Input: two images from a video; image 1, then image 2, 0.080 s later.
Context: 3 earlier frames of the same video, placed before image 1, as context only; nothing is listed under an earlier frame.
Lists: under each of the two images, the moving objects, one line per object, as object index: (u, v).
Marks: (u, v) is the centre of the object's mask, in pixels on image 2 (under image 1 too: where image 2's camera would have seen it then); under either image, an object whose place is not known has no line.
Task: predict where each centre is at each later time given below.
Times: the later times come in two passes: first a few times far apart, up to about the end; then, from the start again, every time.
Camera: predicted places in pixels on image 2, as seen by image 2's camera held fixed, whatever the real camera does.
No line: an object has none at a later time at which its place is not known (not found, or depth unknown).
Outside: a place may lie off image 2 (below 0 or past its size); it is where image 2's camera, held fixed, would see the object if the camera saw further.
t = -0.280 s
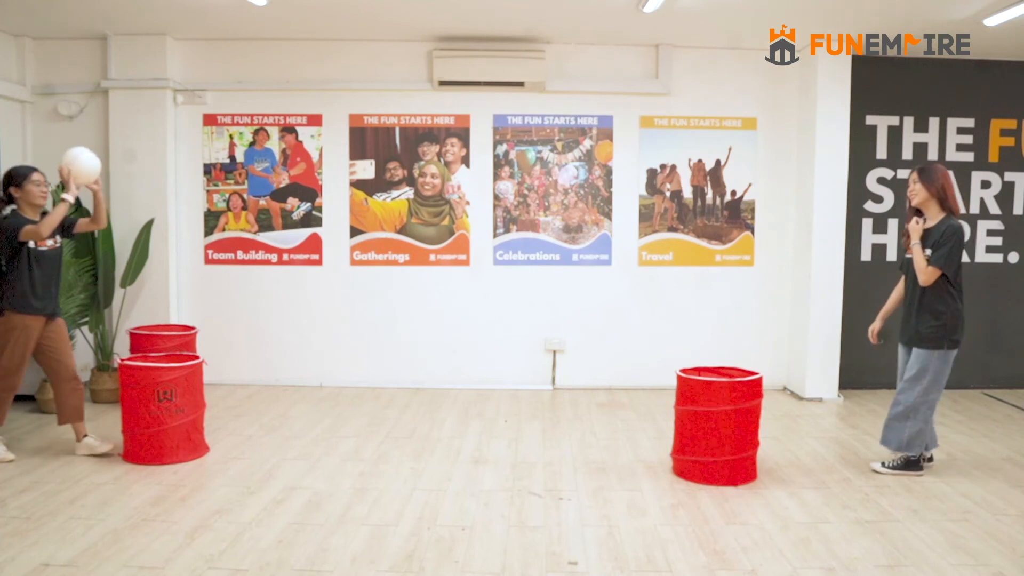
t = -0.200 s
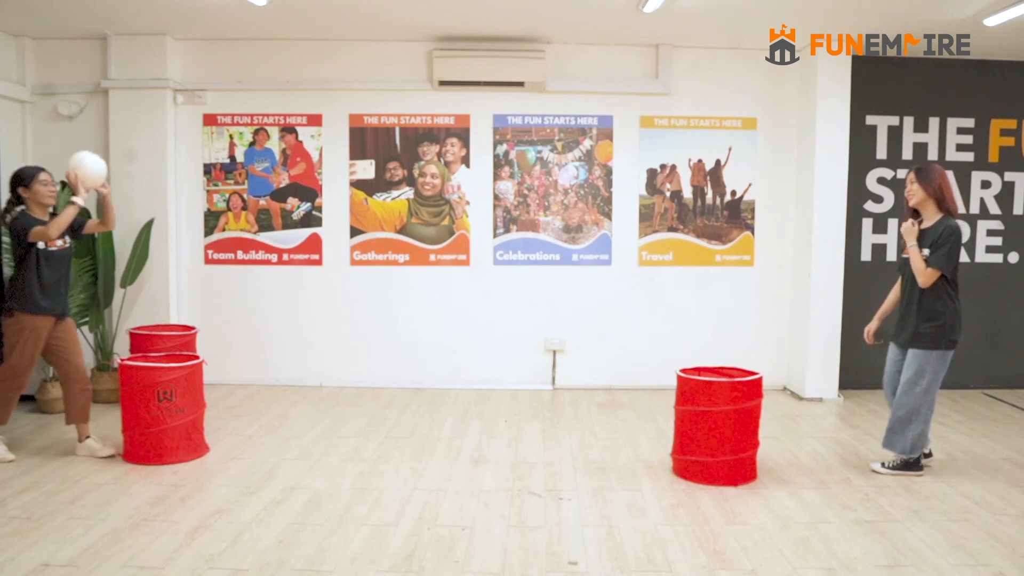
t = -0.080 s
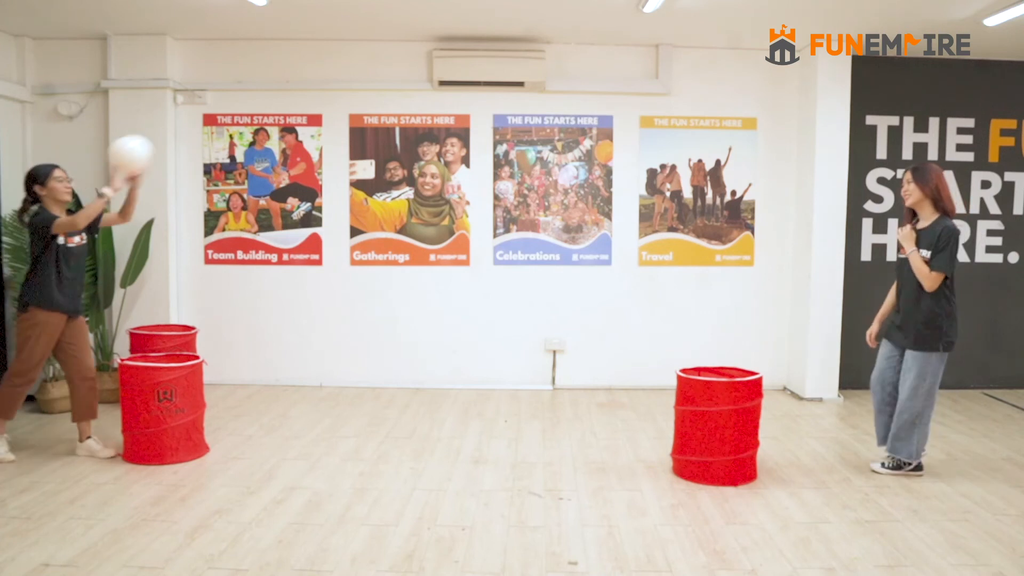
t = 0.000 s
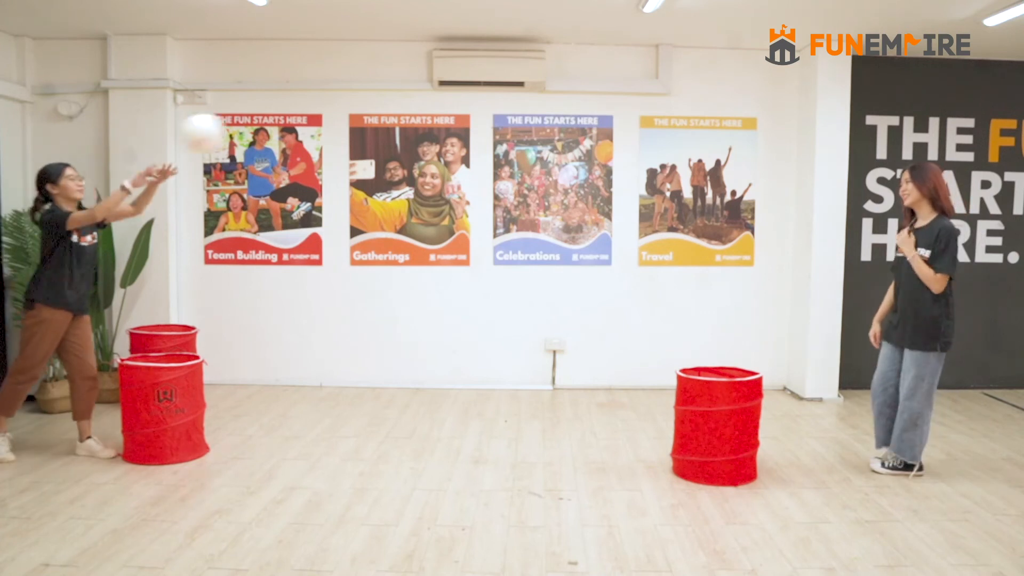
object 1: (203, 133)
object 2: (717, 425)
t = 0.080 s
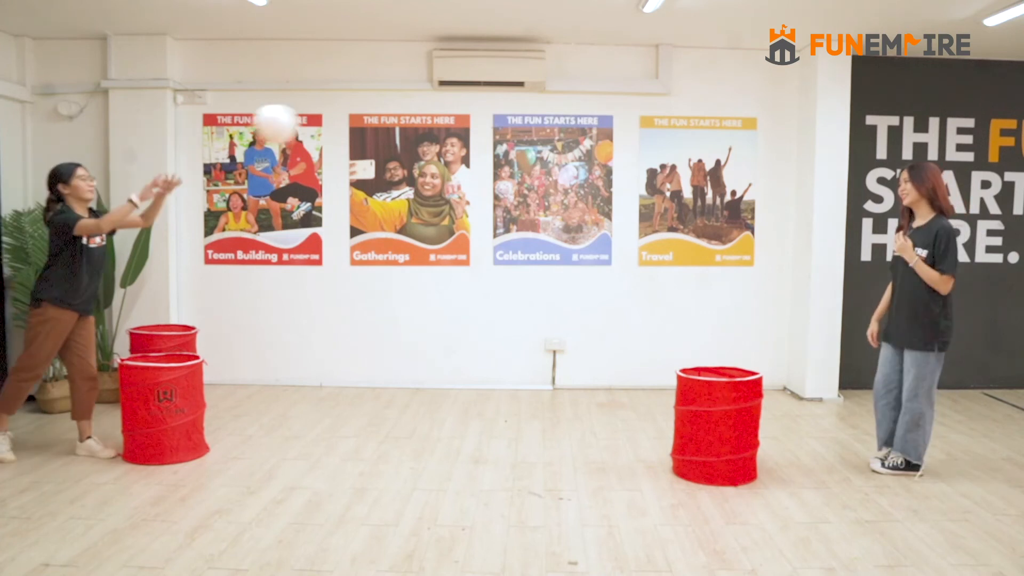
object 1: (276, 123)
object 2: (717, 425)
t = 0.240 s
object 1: (418, 142)
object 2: (717, 425)
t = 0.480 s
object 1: (619, 266)
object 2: (717, 425)
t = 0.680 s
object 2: (722, 427)
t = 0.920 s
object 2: (744, 434)
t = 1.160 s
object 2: (742, 429)
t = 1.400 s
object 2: (734, 431)
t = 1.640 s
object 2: (720, 427)
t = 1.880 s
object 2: (718, 425)
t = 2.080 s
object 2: (726, 427)
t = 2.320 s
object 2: (730, 427)
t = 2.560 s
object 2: (725, 427)
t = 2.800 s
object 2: (727, 427)
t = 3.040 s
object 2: (728, 427)
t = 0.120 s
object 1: (313, 123)
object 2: (717, 425)
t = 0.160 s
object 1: (349, 127)
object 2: (717, 425)
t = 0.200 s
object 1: (383, 134)
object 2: (717, 425)
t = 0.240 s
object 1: (418, 142)
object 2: (717, 425)
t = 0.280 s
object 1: (453, 155)
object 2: (717, 425)
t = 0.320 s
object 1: (489, 171)
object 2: (717, 425)
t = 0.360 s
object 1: (523, 192)
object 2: (717, 425)
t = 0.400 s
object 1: (556, 215)
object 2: (717, 425)
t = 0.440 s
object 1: (589, 238)
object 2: (717, 425)
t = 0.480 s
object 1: (619, 266)
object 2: (717, 425)
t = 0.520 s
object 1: (652, 298)
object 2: (717, 425)
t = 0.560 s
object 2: (717, 425)
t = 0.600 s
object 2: (717, 428)
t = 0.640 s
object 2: (717, 425)
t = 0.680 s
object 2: (722, 427)
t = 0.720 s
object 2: (727, 430)
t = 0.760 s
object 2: (734, 433)
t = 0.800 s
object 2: (739, 434)
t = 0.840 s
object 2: (741, 434)
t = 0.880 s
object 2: (742, 434)
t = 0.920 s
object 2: (744, 434)
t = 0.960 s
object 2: (745, 434)
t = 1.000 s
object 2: (745, 433)
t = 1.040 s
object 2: (745, 432)
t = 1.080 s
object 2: (744, 430)
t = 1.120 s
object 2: (743, 429)
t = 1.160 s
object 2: (742, 429)
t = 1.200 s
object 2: (742, 430)
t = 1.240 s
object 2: (740, 431)
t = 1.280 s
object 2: (739, 431)
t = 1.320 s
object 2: (738, 432)
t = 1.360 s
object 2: (736, 432)
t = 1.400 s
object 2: (734, 431)
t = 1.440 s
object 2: (731, 428)
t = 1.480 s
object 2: (729, 426)
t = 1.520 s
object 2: (726, 426)
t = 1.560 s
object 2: (723, 427)
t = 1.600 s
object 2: (721, 427)
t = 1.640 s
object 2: (720, 427)
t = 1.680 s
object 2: (718, 427)
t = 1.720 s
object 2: (717, 426)
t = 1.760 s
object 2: (716, 426)
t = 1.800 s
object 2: (716, 425)
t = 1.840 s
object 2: (717, 425)
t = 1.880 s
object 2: (718, 425)
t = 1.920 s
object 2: (719, 426)
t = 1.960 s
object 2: (721, 427)
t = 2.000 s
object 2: (723, 427)
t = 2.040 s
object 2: (724, 427)
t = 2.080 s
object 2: (726, 427)
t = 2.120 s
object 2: (728, 427)
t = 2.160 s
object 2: (729, 427)
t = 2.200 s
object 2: (730, 427)
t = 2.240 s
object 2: (730, 427)
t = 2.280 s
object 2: (730, 428)
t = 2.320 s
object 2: (730, 427)
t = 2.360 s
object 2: (729, 427)
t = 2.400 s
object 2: (728, 427)
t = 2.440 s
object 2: (727, 427)
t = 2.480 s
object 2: (726, 427)
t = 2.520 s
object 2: (725, 427)
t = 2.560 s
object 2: (725, 427)
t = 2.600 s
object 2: (724, 427)
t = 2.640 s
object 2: (725, 427)
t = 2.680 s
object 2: (725, 427)
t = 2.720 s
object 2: (725, 427)
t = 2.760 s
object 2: (726, 427)
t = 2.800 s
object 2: (727, 427)
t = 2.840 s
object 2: (728, 427)
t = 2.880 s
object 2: (728, 427)
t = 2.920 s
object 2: (729, 427)
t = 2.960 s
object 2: (729, 427)
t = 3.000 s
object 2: (728, 427)
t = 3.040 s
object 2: (728, 427)
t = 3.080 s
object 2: (727, 427)
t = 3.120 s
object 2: (727, 427)
